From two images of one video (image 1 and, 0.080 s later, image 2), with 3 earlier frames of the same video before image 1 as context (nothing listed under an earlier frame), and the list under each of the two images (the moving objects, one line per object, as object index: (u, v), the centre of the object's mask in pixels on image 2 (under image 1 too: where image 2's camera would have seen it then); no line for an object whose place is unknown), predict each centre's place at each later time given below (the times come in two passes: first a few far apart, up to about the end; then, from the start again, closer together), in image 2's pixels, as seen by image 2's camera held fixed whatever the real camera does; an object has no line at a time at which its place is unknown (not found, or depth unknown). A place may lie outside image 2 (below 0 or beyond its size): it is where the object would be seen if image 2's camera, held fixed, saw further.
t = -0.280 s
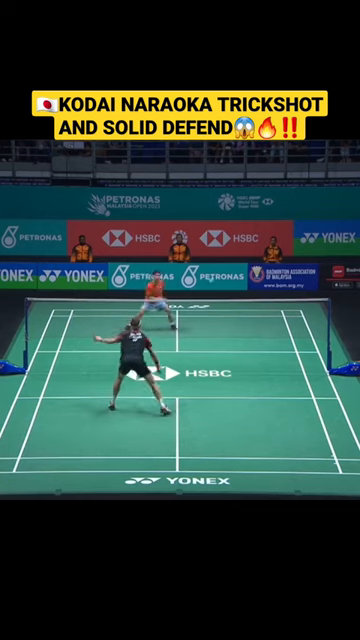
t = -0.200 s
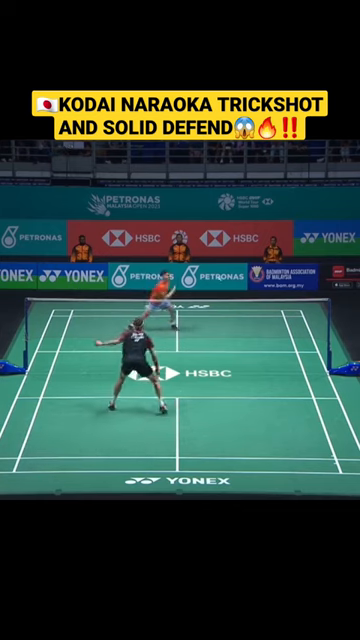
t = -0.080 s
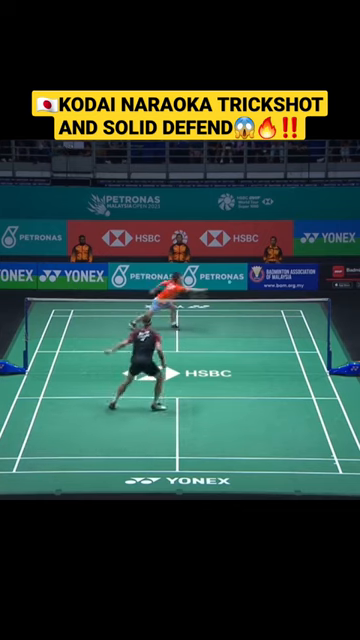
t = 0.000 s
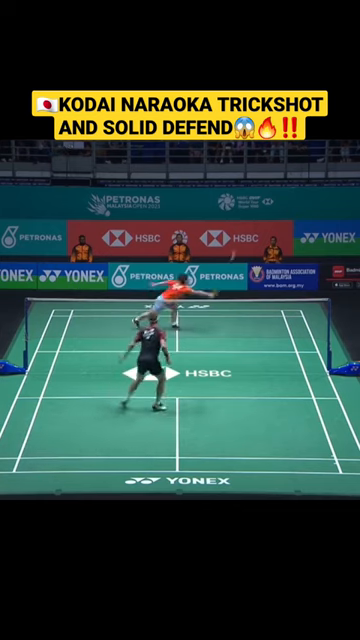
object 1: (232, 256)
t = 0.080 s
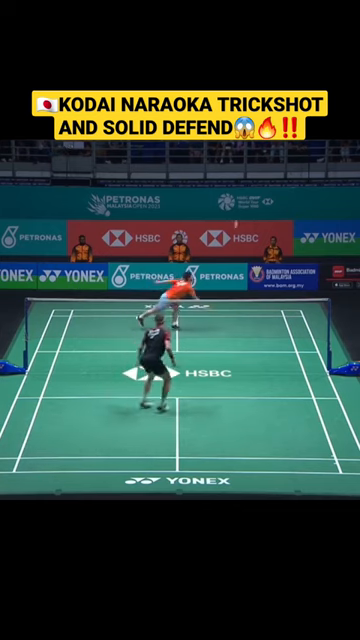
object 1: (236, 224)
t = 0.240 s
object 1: (240, 190)
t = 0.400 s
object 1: (242, 177)
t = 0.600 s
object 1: (244, 181)
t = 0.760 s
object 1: (244, 196)
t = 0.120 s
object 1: (237, 213)
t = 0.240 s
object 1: (240, 190)
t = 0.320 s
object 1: (241, 182)
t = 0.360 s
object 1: (242, 180)
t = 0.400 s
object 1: (242, 177)
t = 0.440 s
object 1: (243, 176)
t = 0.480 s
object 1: (243, 176)
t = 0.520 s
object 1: (243, 177)
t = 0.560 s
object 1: (244, 180)
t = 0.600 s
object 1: (244, 181)
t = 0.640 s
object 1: (244, 183)
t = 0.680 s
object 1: (244, 186)
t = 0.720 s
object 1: (245, 191)
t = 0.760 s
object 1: (244, 196)
